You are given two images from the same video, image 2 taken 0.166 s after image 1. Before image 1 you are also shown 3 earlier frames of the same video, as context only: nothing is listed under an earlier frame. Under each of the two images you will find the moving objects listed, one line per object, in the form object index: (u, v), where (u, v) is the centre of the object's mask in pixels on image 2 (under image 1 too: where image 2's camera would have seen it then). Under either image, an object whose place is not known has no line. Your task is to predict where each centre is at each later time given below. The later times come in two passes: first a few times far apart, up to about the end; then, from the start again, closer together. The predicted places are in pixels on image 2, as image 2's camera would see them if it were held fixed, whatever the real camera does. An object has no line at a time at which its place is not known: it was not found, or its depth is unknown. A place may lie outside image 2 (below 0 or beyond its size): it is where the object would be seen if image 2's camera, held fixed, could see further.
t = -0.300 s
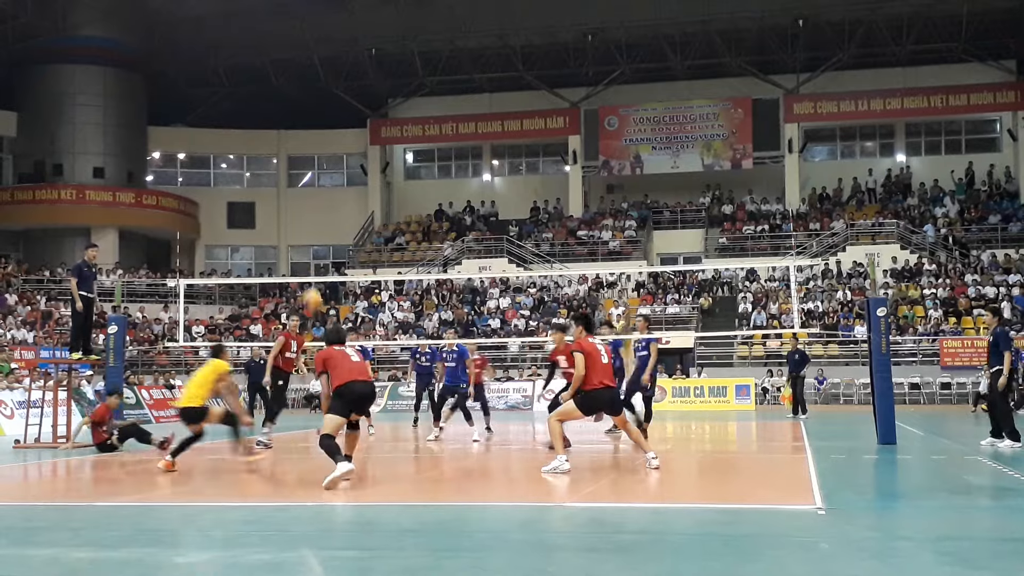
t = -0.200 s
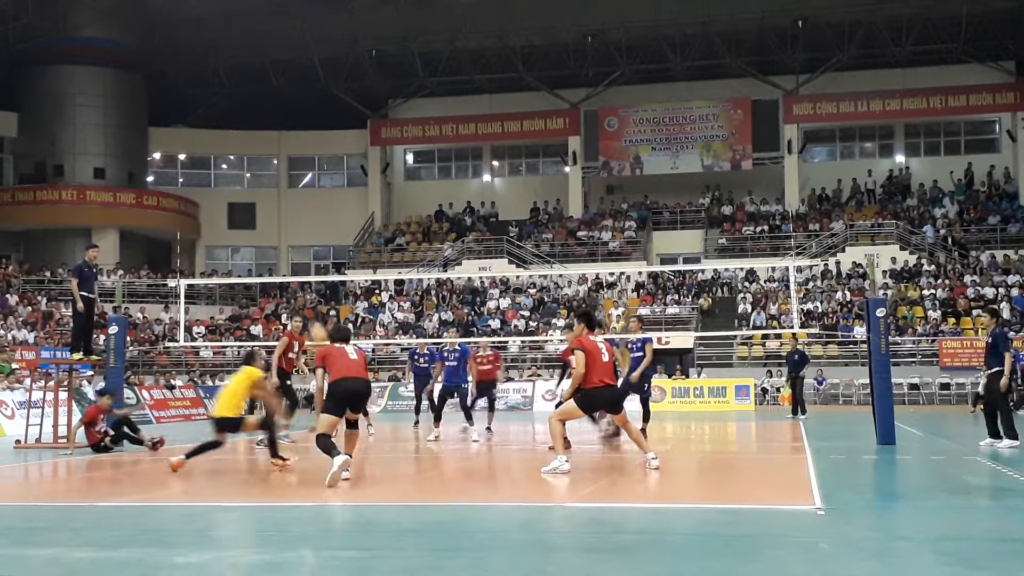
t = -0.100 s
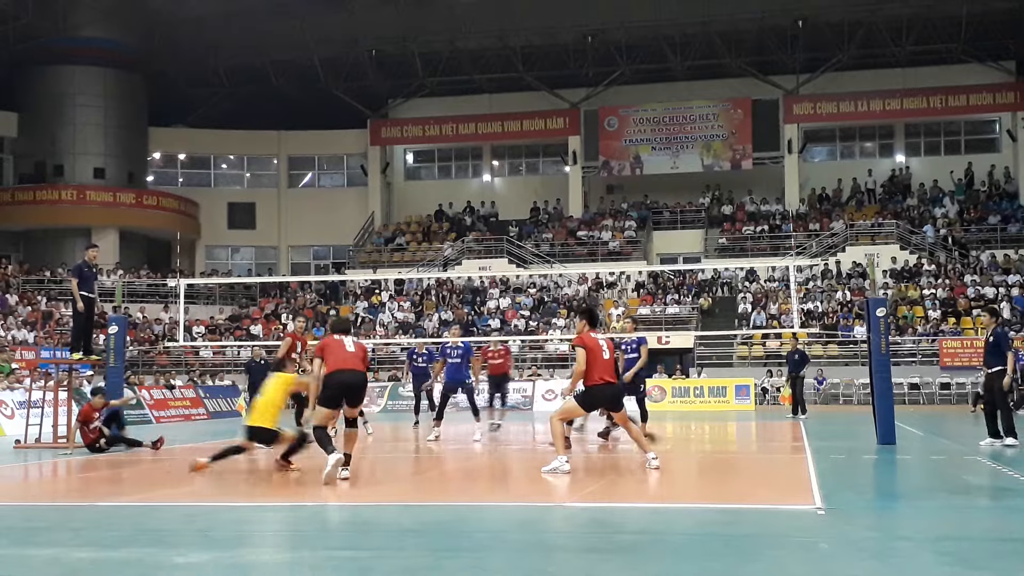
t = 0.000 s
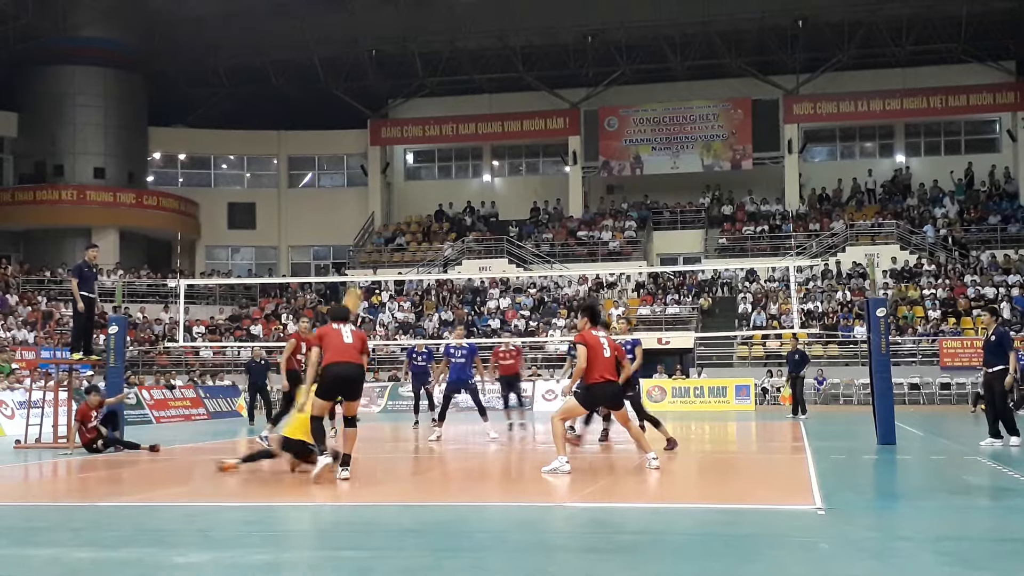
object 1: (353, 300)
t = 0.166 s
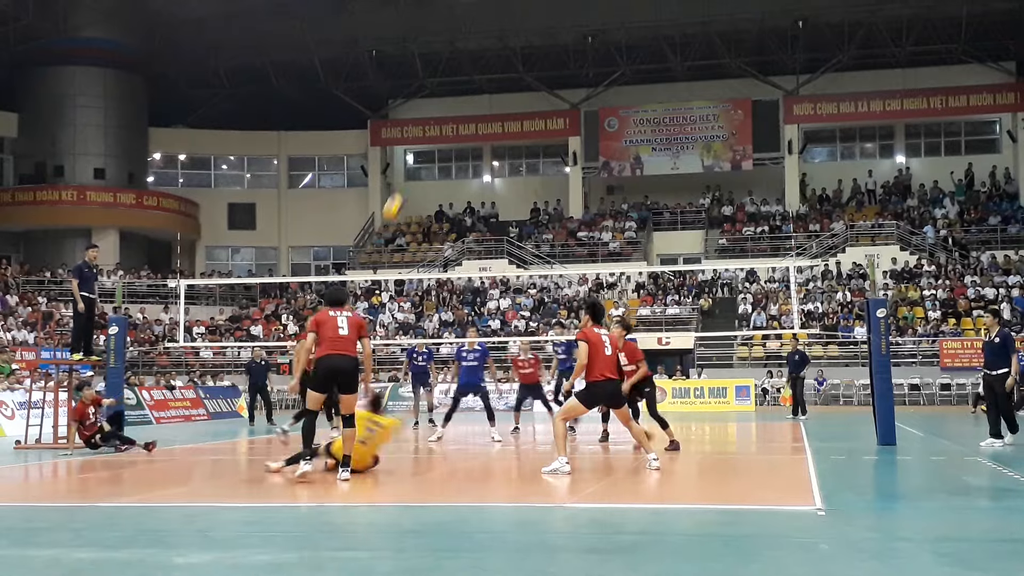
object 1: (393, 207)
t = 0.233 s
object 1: (408, 178)
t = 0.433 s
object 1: (454, 115)
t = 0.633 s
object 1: (493, 92)
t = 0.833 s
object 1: (529, 100)
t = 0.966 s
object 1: (553, 120)
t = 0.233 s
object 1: (408, 178)
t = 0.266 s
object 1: (418, 166)
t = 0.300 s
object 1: (425, 153)
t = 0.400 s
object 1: (447, 123)
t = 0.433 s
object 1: (454, 115)
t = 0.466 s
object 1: (461, 109)
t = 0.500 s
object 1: (468, 103)
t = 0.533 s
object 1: (474, 99)
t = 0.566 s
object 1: (480, 95)
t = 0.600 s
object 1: (487, 93)
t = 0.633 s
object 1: (493, 92)
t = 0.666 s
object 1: (499, 91)
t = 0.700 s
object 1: (505, 91)
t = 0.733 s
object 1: (511, 91)
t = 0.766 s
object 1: (517, 94)
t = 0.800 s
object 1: (523, 96)
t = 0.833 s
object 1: (529, 100)
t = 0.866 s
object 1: (535, 103)
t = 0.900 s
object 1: (541, 108)
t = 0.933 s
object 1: (547, 113)
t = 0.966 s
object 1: (553, 120)
